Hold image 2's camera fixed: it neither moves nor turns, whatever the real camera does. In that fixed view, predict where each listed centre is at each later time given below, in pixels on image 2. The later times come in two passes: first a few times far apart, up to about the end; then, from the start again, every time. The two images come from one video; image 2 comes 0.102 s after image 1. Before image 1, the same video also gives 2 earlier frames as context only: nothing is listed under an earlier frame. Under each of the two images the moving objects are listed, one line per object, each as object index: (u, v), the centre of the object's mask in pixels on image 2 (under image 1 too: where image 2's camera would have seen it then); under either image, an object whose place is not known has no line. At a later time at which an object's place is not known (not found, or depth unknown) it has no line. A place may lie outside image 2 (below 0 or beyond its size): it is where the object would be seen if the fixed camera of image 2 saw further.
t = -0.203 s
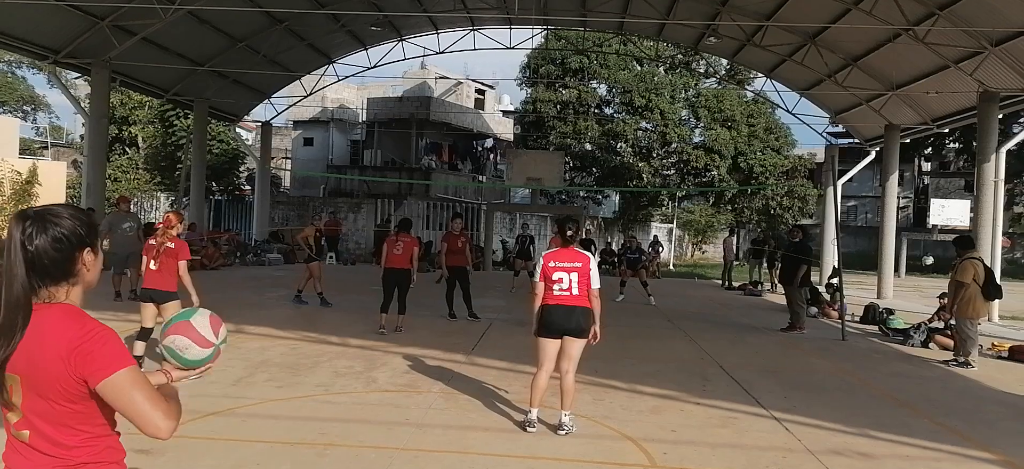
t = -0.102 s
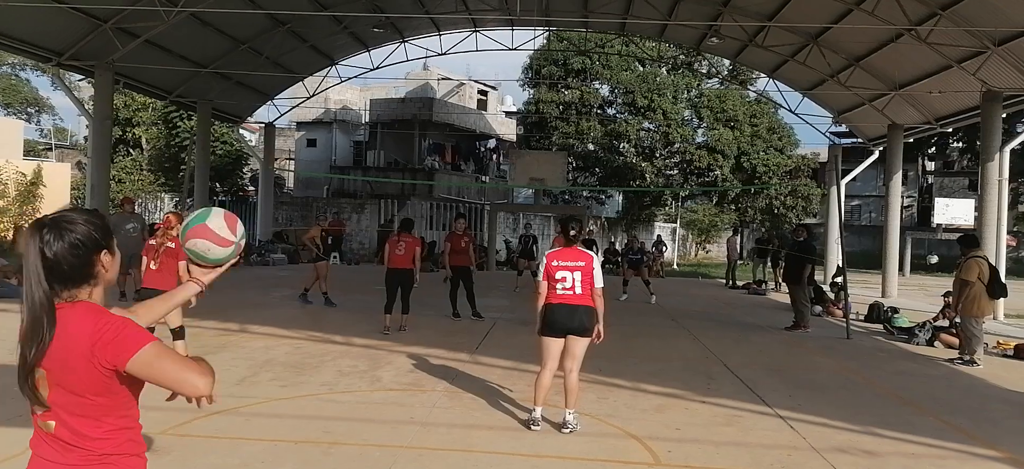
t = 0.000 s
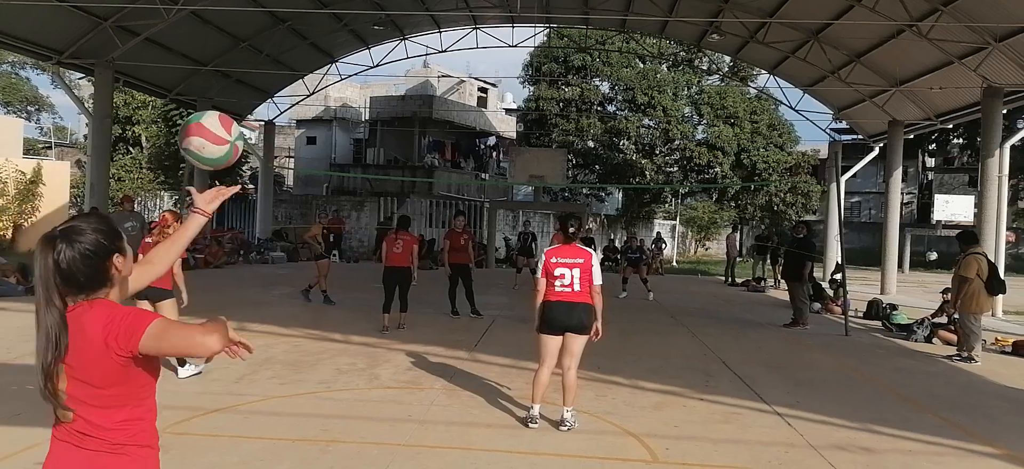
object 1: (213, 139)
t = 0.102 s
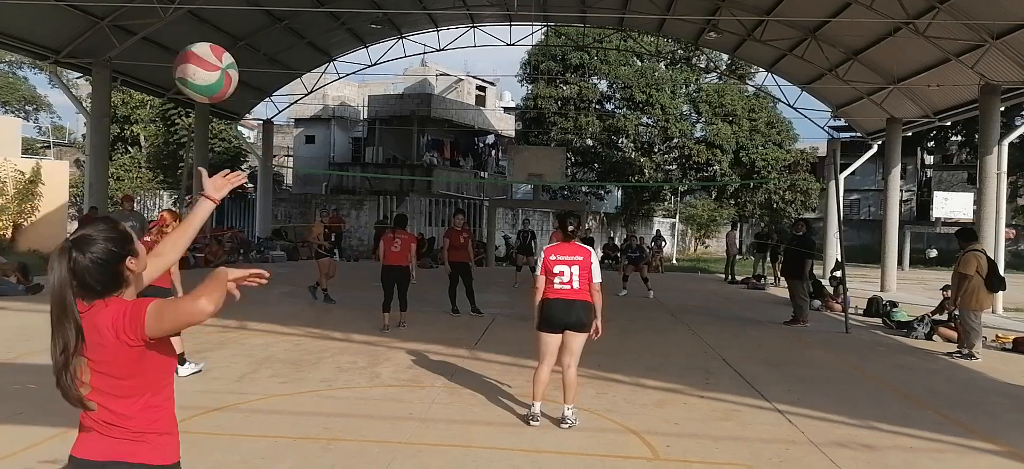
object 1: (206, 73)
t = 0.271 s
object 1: (200, 25)
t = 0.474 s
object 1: (190, 64)
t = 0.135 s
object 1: (205, 56)
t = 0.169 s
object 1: (207, 43)
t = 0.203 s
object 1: (207, 34)
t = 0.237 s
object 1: (203, 28)
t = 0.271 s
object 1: (200, 25)
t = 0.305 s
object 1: (200, 26)
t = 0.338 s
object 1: (199, 27)
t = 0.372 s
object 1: (197, 30)
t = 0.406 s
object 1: (195, 37)
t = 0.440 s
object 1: (193, 48)
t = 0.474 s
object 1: (190, 64)
